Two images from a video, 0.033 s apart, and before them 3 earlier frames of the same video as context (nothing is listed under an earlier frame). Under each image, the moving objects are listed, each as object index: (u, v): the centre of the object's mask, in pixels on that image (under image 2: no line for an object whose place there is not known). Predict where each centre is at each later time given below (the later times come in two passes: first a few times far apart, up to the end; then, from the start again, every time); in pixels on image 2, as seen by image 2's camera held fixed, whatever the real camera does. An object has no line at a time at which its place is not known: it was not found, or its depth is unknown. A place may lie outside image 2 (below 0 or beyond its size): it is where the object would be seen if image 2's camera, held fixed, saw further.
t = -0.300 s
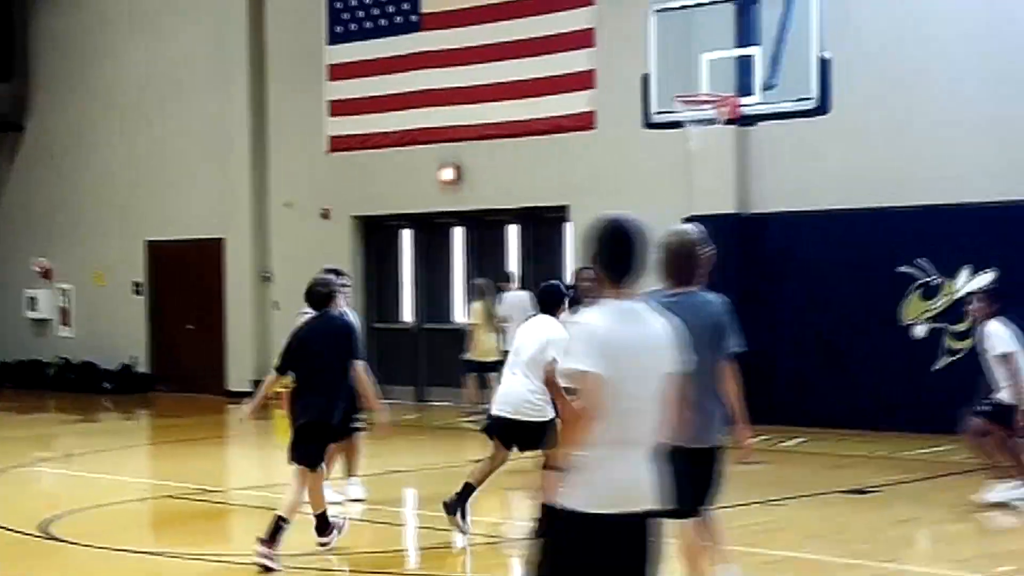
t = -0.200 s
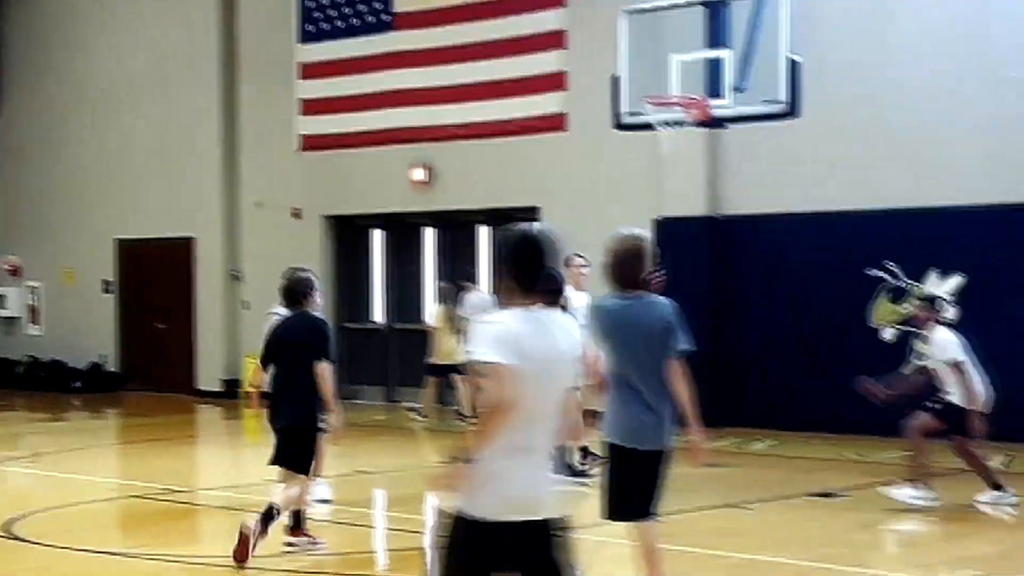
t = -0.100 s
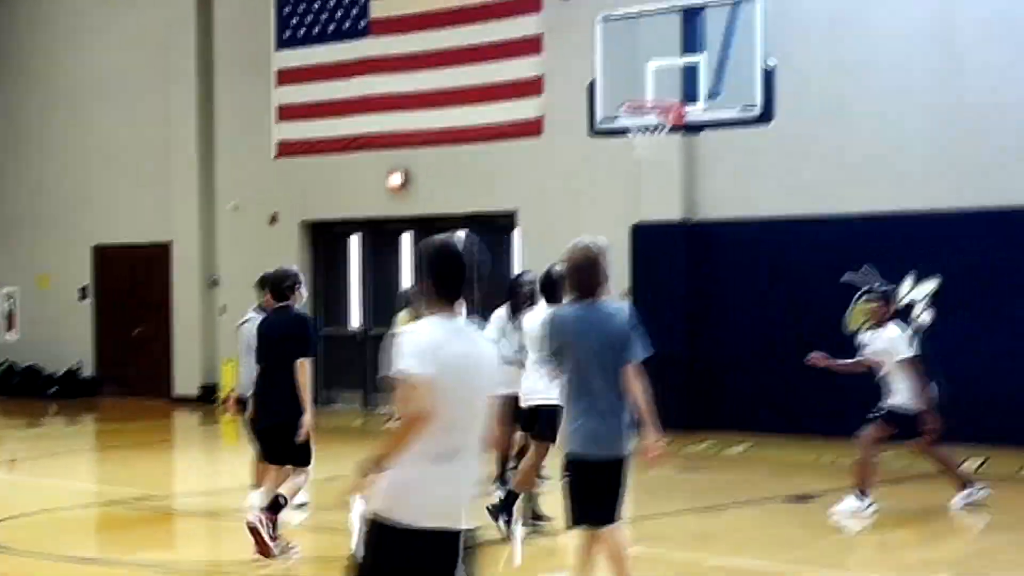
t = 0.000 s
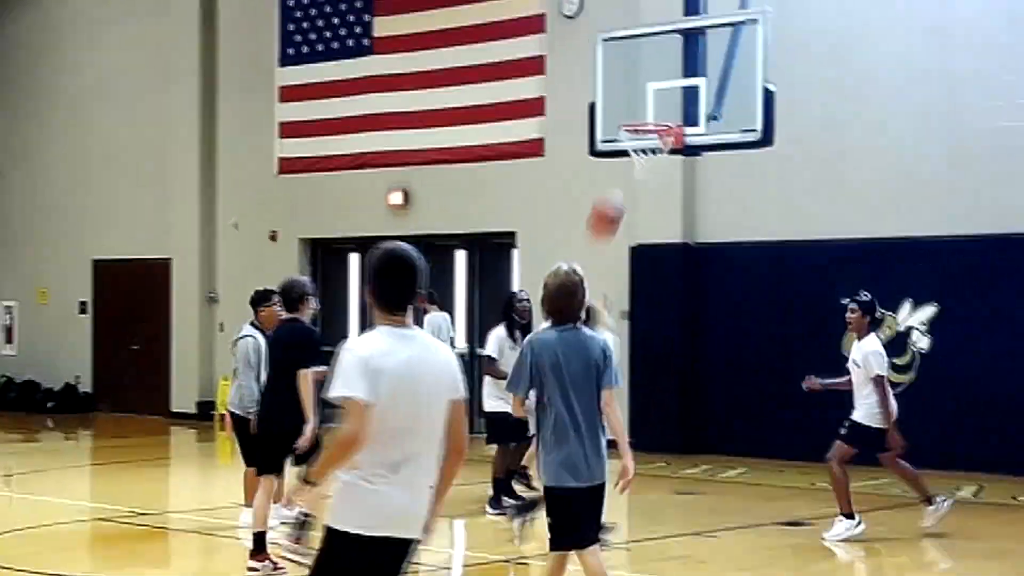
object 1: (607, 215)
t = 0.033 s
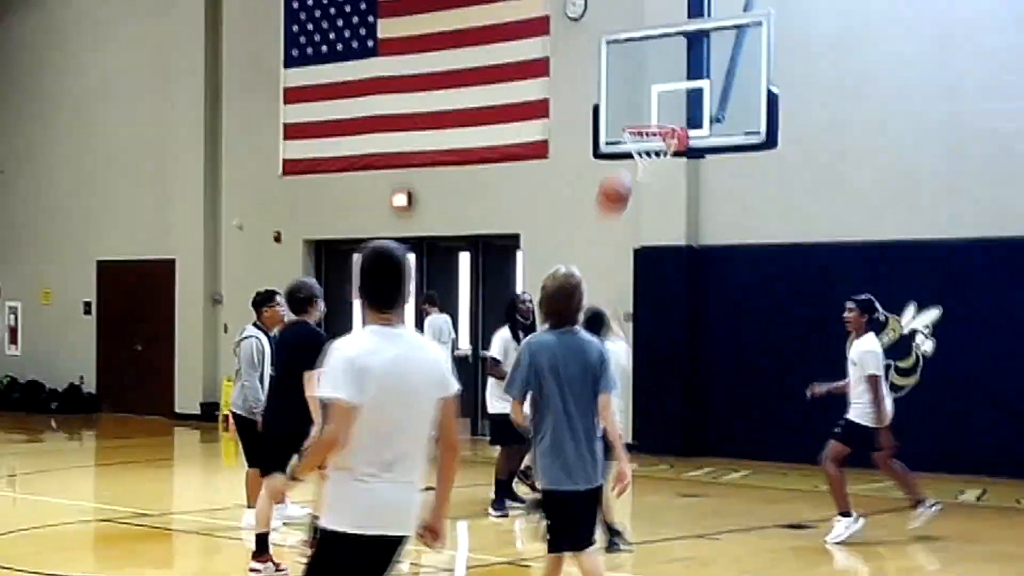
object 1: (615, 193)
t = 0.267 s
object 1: (643, 78)
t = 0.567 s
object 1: (677, 48)
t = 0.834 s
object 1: (621, 79)
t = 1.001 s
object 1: (564, 133)
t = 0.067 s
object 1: (619, 172)
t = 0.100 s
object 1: (623, 151)
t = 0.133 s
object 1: (627, 130)
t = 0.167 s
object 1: (631, 114)
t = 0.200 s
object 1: (635, 101)
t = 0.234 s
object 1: (639, 88)
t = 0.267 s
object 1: (643, 78)
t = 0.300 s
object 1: (647, 68)
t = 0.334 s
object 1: (651, 60)
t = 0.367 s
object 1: (655, 54)
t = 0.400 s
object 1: (659, 50)
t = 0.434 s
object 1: (663, 47)
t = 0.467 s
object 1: (666, 46)
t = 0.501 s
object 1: (670, 45)
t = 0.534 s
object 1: (674, 46)
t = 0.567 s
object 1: (677, 48)
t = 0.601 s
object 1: (680, 52)
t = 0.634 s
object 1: (684, 56)
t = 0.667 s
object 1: (678, 59)
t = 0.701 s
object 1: (667, 60)
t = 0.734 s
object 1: (655, 63)
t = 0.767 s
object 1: (644, 67)
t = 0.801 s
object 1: (632, 72)
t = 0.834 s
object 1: (621, 79)
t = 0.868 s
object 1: (611, 87)
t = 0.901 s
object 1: (598, 97)
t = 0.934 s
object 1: (584, 109)
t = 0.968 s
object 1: (572, 121)
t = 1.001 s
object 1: (564, 133)
